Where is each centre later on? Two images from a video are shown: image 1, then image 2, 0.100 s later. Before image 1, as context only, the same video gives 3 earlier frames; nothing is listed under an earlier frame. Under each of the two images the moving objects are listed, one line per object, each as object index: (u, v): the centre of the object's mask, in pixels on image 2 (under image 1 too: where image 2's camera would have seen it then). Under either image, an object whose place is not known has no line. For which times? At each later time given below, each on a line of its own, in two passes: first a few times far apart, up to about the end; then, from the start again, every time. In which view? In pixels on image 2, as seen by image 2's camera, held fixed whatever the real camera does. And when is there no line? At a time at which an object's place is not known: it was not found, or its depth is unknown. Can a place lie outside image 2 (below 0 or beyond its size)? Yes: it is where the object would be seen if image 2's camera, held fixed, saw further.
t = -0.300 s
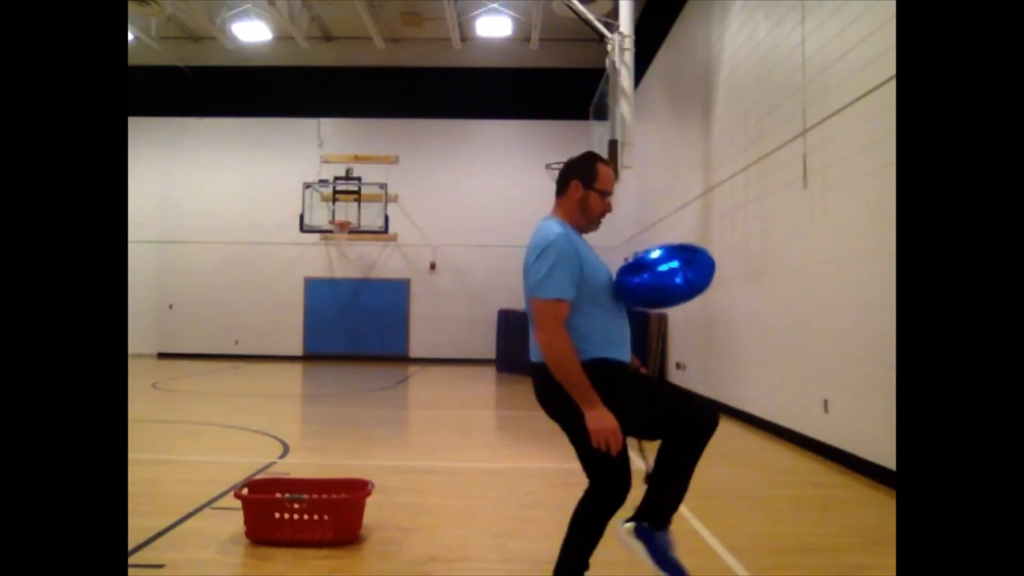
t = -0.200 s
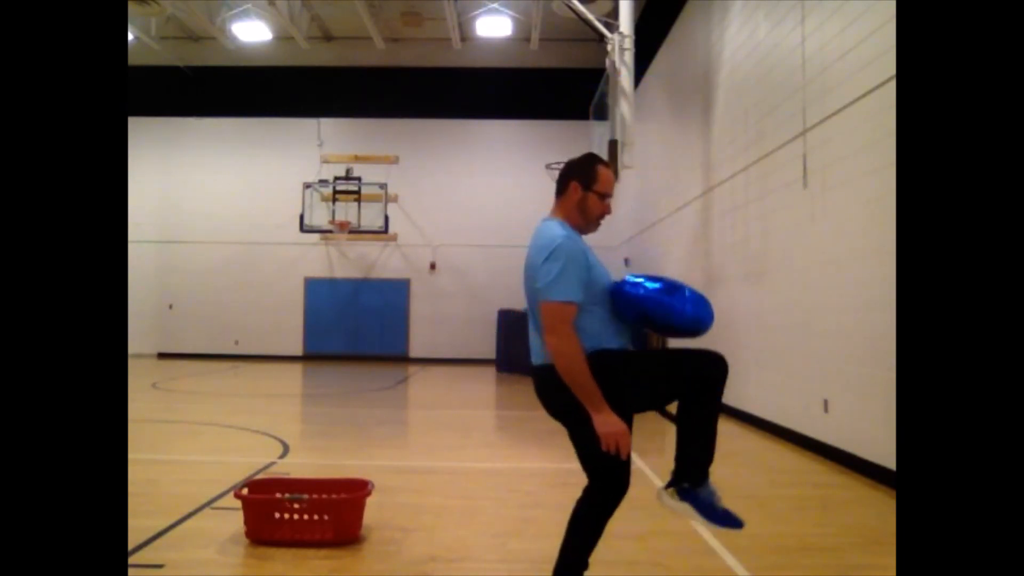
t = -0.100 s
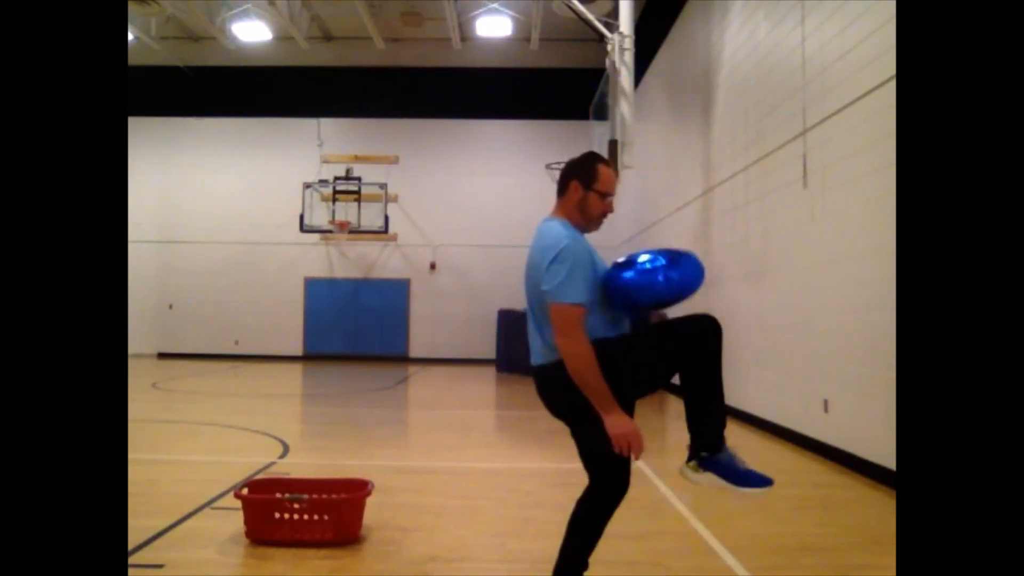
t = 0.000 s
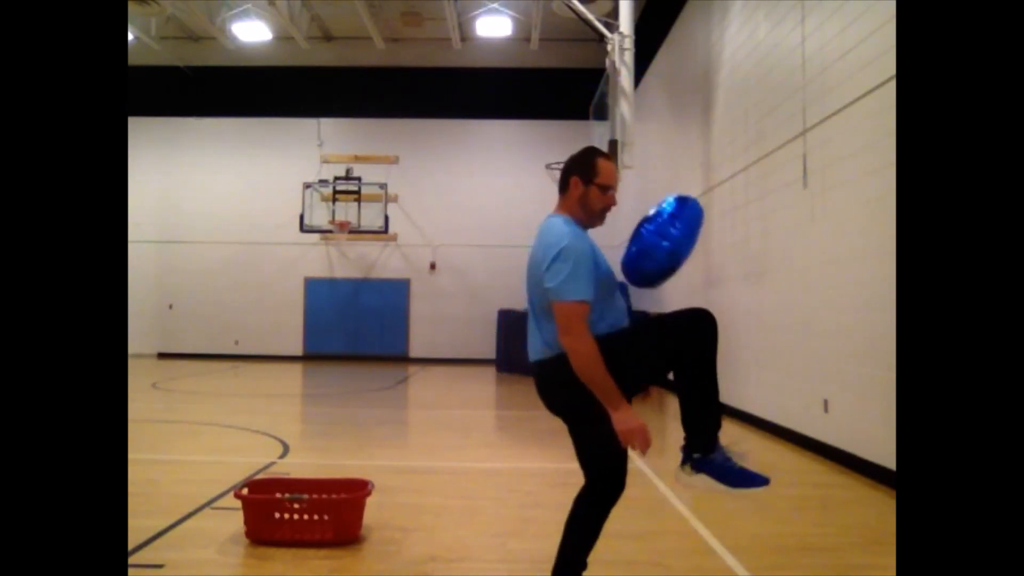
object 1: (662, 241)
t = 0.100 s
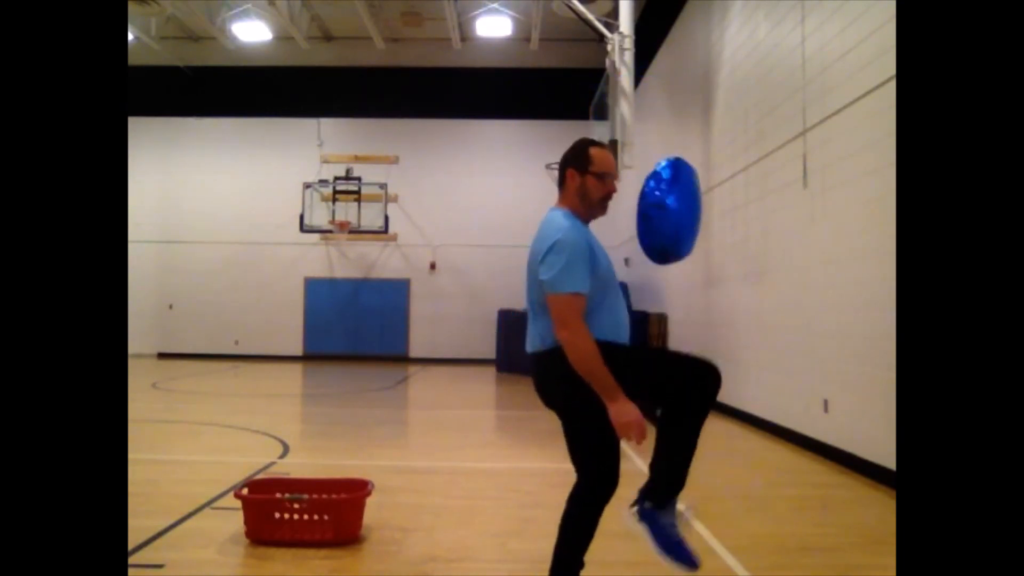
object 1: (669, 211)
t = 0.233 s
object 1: (674, 186)
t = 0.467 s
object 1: (686, 183)
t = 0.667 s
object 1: (691, 209)
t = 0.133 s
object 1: (671, 203)
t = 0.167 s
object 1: (672, 197)
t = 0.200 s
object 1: (673, 191)
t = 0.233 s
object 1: (674, 186)
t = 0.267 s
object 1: (676, 183)
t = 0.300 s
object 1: (677, 181)
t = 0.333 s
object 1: (679, 180)
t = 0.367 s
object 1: (680, 180)
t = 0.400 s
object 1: (682, 180)
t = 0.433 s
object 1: (684, 181)
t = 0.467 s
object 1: (686, 183)
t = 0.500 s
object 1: (688, 185)
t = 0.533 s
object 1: (689, 188)
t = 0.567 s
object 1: (690, 192)
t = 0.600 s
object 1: (691, 196)
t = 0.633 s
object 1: (691, 202)
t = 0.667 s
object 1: (691, 209)
